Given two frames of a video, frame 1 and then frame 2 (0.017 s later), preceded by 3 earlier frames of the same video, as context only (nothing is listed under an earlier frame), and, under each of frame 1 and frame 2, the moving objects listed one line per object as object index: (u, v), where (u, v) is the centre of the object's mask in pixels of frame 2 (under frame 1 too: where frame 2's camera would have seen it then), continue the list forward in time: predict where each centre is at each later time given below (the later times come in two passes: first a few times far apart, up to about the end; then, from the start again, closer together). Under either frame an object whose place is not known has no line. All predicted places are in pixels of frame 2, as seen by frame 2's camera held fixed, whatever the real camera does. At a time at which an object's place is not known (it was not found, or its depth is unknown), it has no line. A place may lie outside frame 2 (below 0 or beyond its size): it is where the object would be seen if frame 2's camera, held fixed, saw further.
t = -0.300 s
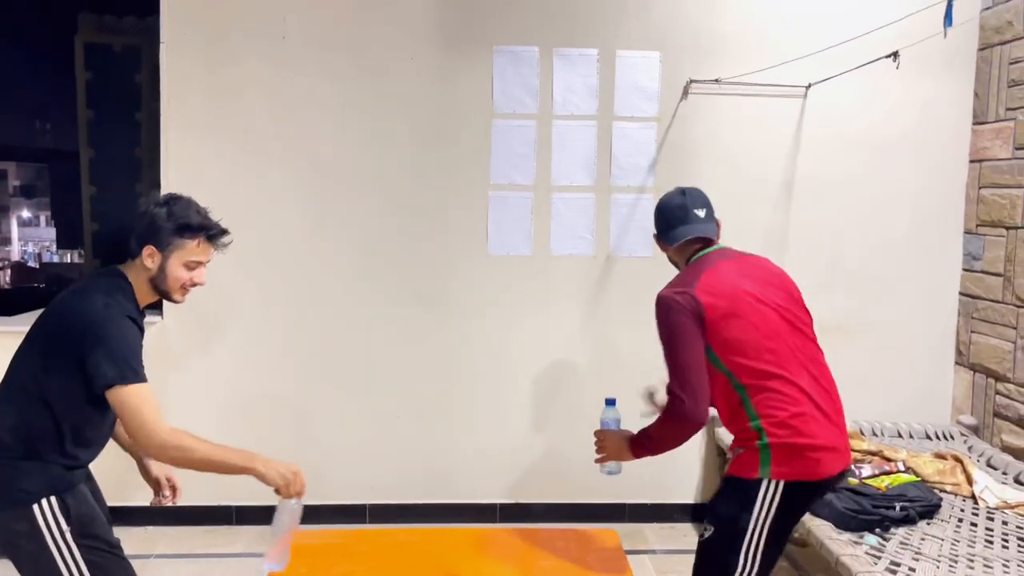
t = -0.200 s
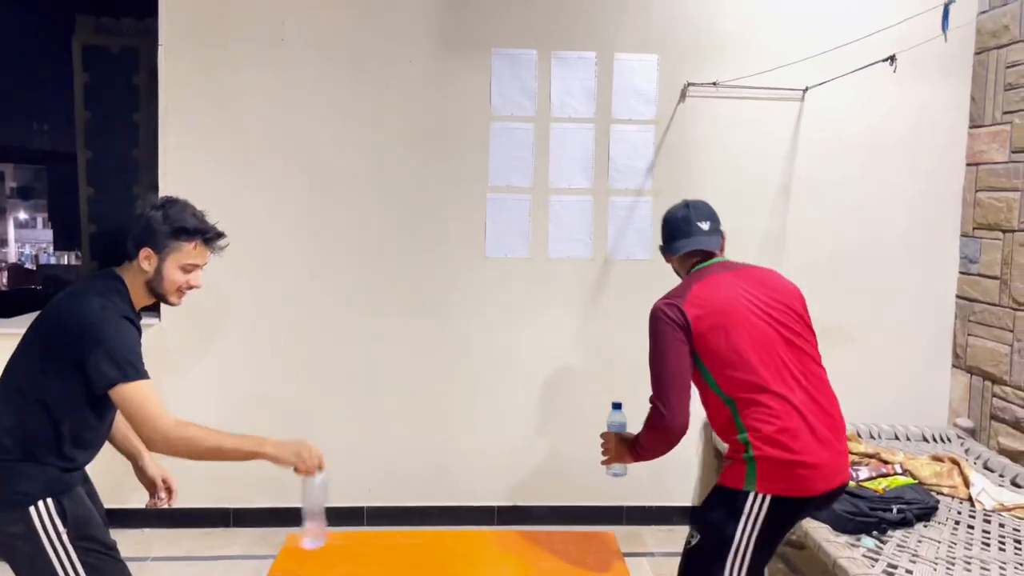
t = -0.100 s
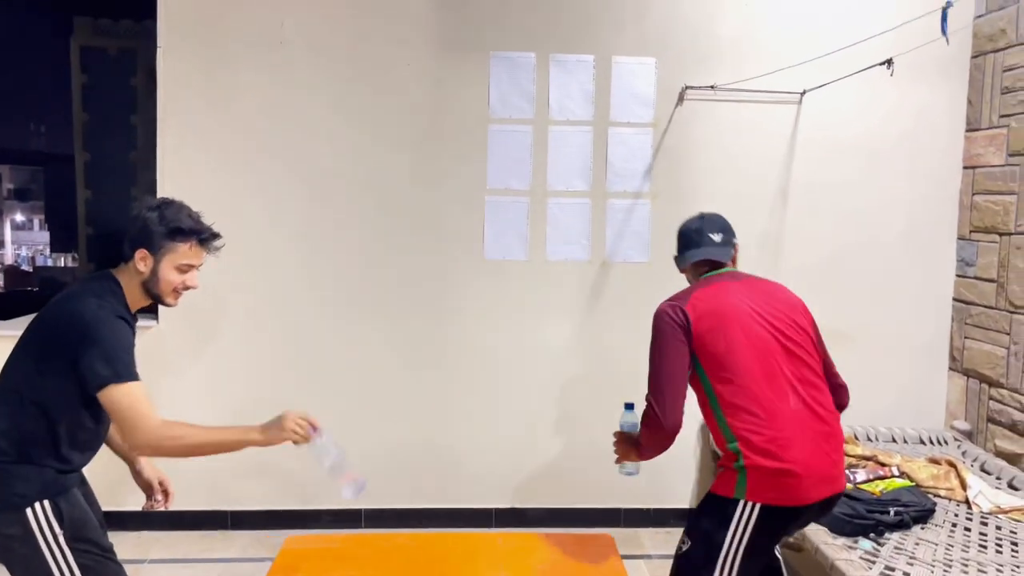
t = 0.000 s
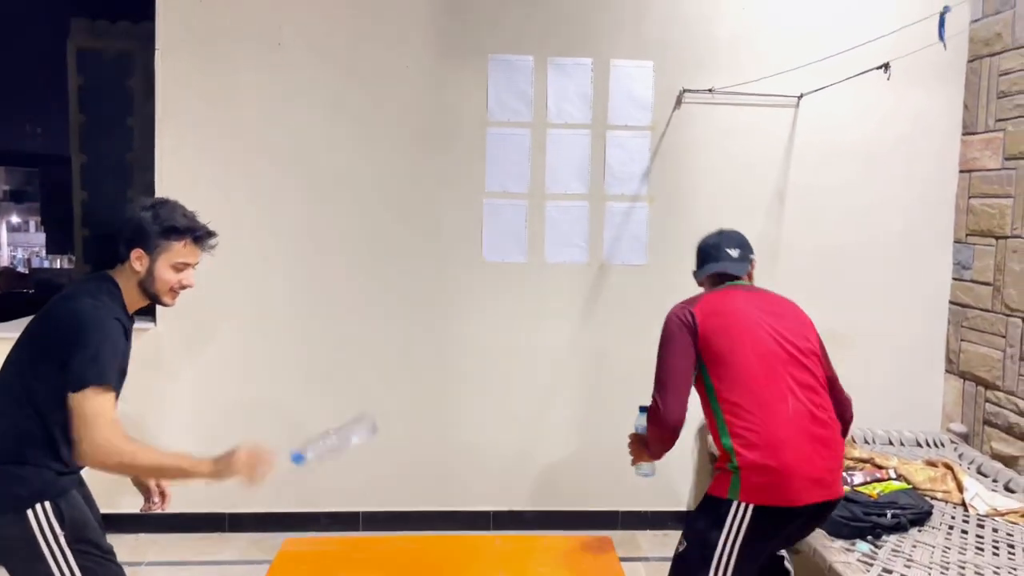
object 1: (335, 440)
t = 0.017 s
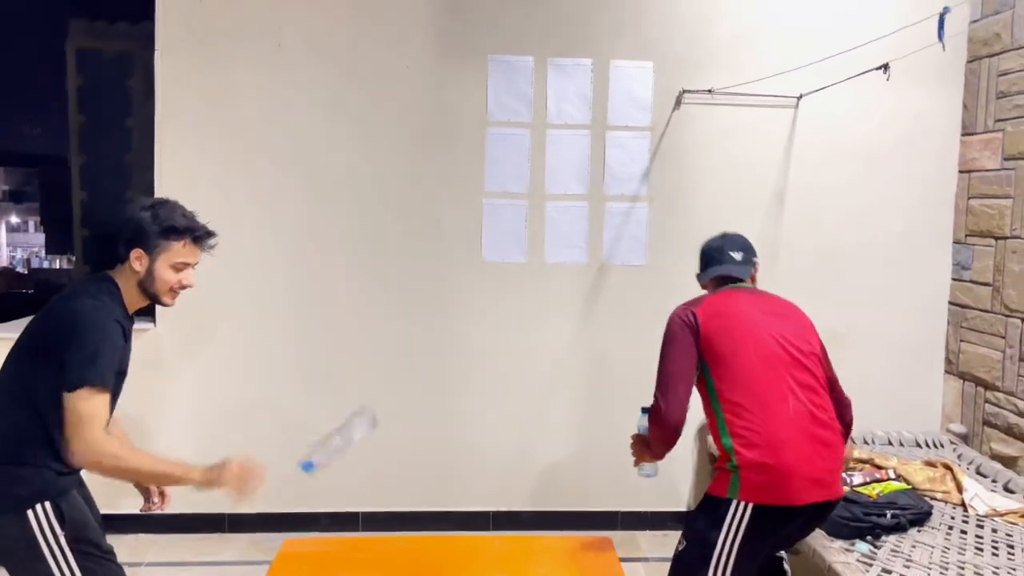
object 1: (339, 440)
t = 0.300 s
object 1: (381, 484)
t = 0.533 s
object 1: (365, 532)
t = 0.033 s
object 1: (345, 439)
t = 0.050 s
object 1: (352, 438)
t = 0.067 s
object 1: (358, 436)
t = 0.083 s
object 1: (364, 435)
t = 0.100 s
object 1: (371, 433)
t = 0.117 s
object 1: (375, 430)
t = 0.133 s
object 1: (382, 429)
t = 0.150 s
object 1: (383, 427)
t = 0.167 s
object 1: (386, 427)
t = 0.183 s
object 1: (388, 430)
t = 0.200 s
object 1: (387, 433)
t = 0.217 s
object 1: (387, 437)
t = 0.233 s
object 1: (387, 442)
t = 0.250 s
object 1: (386, 449)
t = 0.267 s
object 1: (386, 457)
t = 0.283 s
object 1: (384, 469)
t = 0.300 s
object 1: (381, 484)
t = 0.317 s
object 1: (381, 496)
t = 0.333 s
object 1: (381, 510)
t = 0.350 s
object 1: (381, 525)
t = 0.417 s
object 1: (379, 531)
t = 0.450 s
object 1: (374, 531)
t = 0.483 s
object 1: (370, 531)
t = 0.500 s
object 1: (369, 532)
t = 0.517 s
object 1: (367, 532)
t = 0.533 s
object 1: (365, 532)
